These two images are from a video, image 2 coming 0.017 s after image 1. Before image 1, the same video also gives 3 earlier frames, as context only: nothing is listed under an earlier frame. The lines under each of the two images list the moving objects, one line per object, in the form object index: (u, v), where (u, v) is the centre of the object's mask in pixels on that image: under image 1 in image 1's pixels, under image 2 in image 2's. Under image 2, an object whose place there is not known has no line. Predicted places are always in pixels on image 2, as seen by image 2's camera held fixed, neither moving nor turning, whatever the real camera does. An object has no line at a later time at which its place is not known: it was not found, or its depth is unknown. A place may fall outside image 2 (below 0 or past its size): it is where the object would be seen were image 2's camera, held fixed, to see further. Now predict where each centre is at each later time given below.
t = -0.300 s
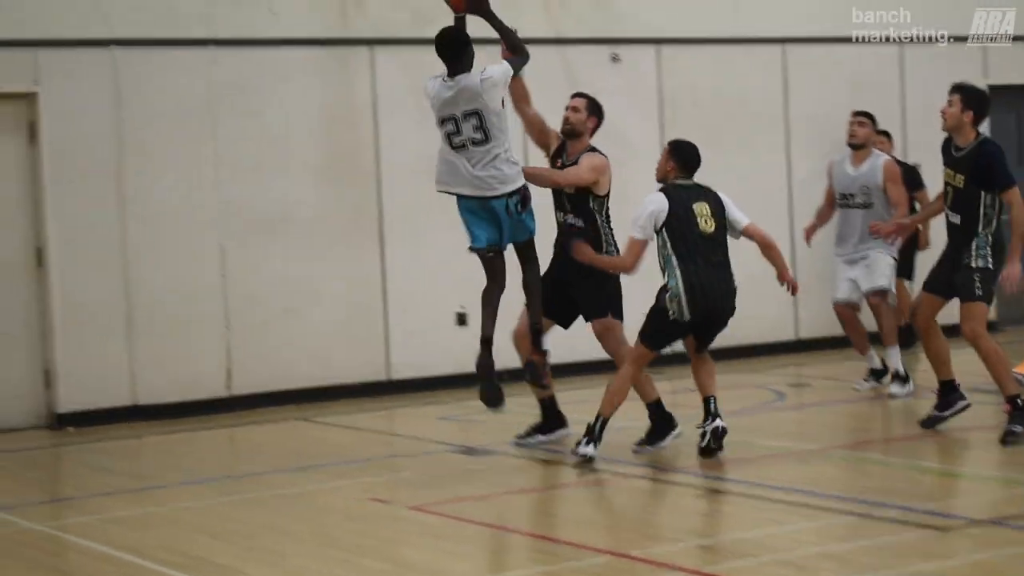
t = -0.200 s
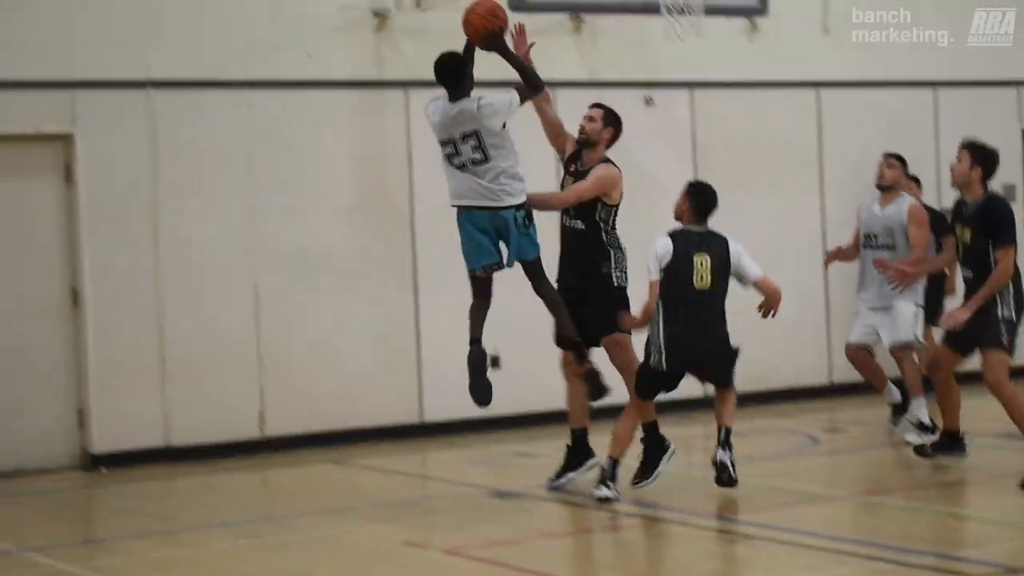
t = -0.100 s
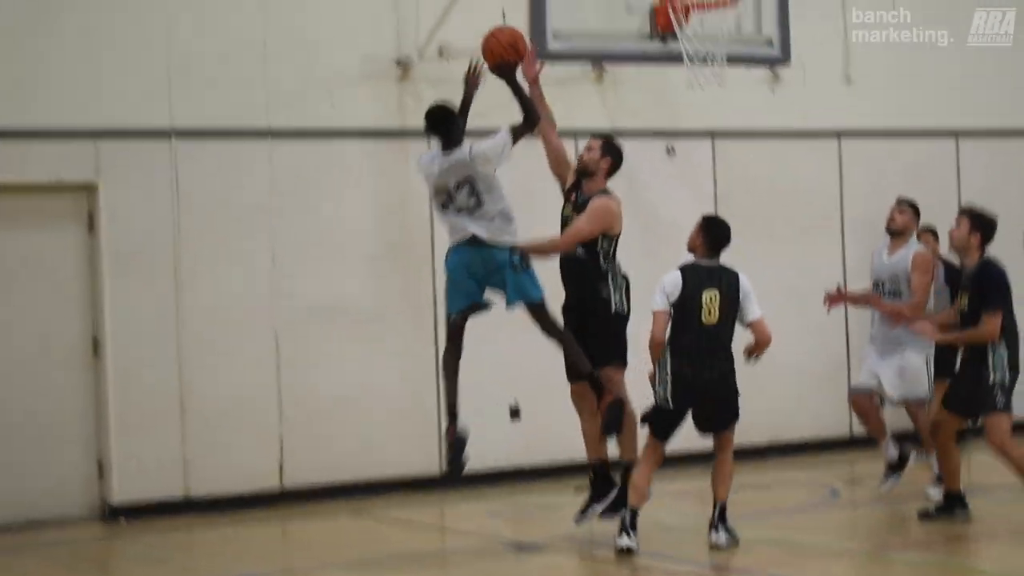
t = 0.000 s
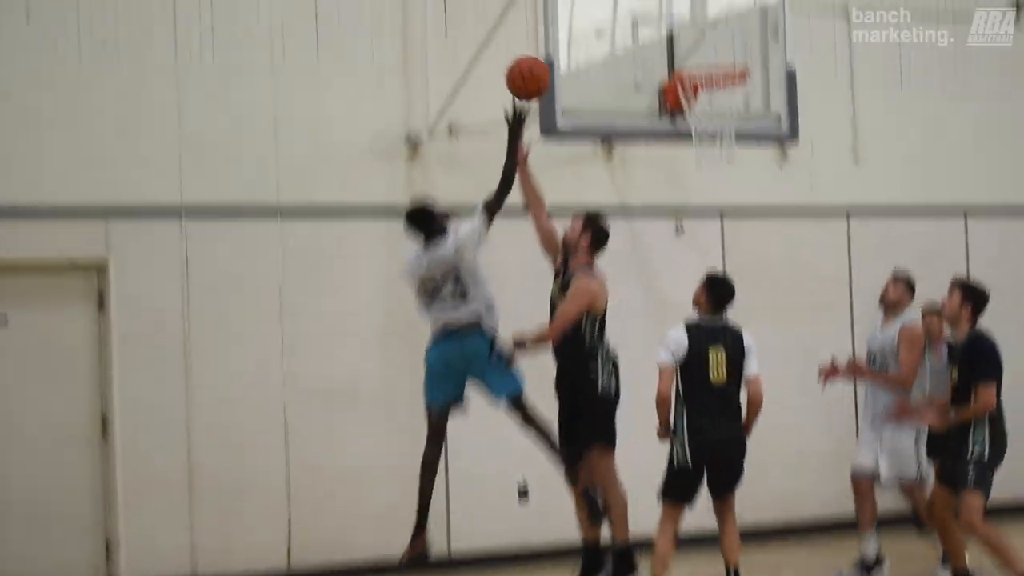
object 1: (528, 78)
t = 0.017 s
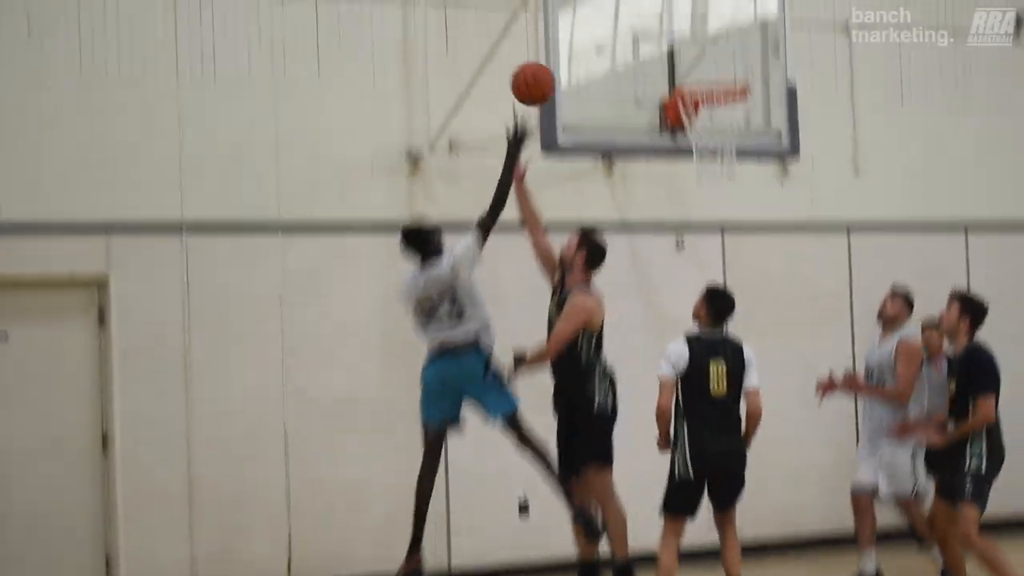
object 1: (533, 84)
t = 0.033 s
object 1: (537, 73)
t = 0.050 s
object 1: (541, 63)
